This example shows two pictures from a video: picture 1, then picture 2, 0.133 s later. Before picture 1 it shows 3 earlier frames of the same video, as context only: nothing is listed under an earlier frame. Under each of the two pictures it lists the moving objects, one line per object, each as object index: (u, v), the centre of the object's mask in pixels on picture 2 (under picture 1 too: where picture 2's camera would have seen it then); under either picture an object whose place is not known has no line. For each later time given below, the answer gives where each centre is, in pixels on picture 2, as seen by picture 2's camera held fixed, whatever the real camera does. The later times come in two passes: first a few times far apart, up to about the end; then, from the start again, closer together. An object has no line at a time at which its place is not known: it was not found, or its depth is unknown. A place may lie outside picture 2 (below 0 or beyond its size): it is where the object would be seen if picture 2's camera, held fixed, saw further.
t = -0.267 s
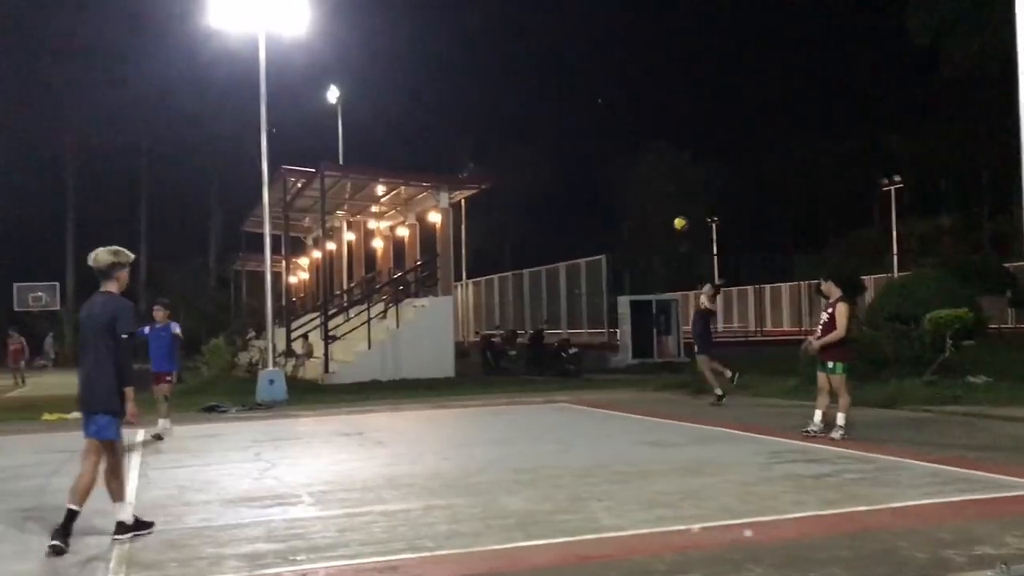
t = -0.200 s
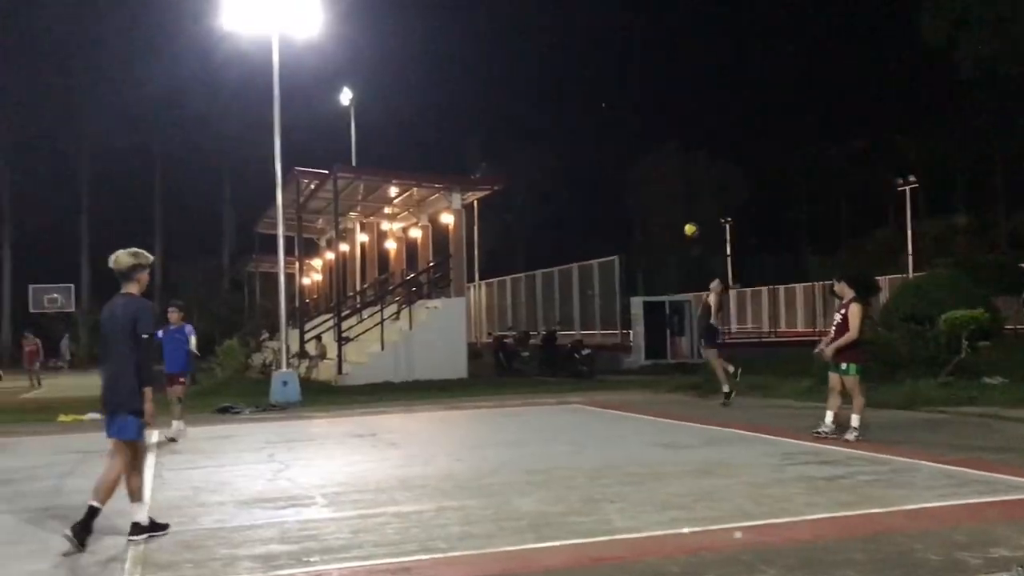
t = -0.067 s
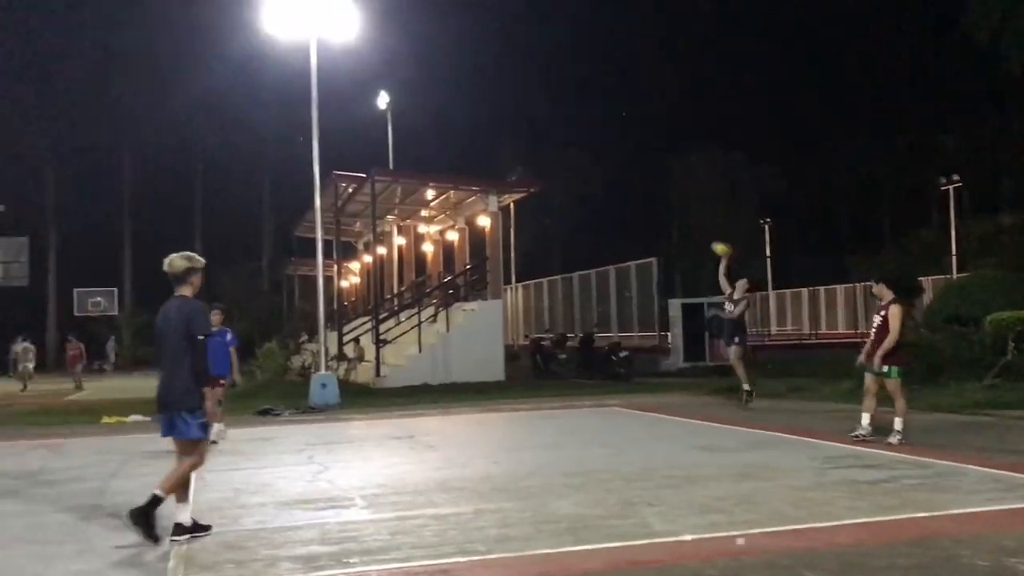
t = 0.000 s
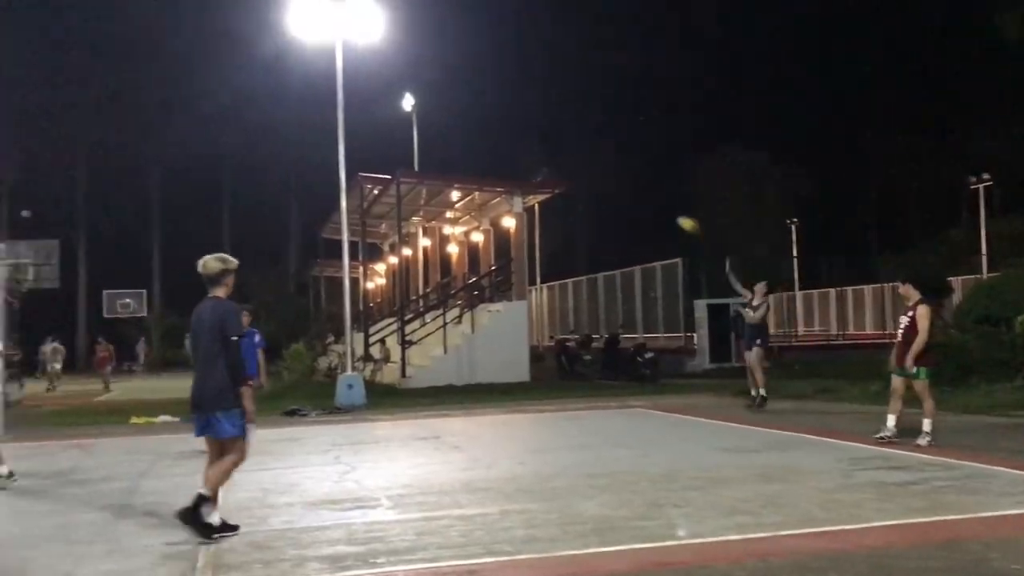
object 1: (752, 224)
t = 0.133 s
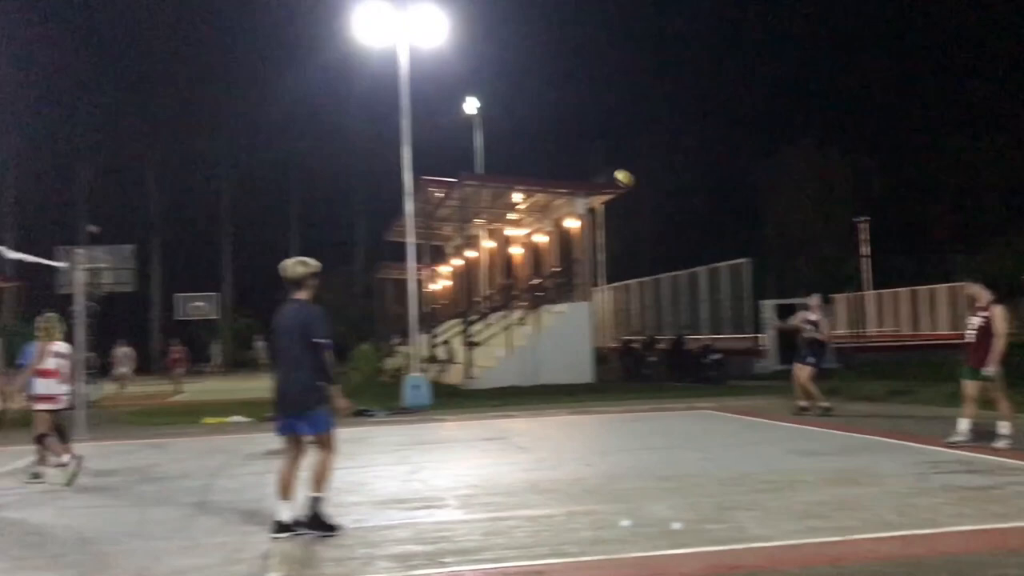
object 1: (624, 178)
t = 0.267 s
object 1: (482, 144)
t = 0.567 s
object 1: (114, 121)
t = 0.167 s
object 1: (590, 168)
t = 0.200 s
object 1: (554, 159)
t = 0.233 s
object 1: (519, 151)
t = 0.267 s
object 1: (482, 144)
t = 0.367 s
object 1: (367, 128)
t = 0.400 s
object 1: (327, 125)
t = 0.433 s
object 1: (286, 123)
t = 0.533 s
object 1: (162, 120)
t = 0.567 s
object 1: (114, 121)
